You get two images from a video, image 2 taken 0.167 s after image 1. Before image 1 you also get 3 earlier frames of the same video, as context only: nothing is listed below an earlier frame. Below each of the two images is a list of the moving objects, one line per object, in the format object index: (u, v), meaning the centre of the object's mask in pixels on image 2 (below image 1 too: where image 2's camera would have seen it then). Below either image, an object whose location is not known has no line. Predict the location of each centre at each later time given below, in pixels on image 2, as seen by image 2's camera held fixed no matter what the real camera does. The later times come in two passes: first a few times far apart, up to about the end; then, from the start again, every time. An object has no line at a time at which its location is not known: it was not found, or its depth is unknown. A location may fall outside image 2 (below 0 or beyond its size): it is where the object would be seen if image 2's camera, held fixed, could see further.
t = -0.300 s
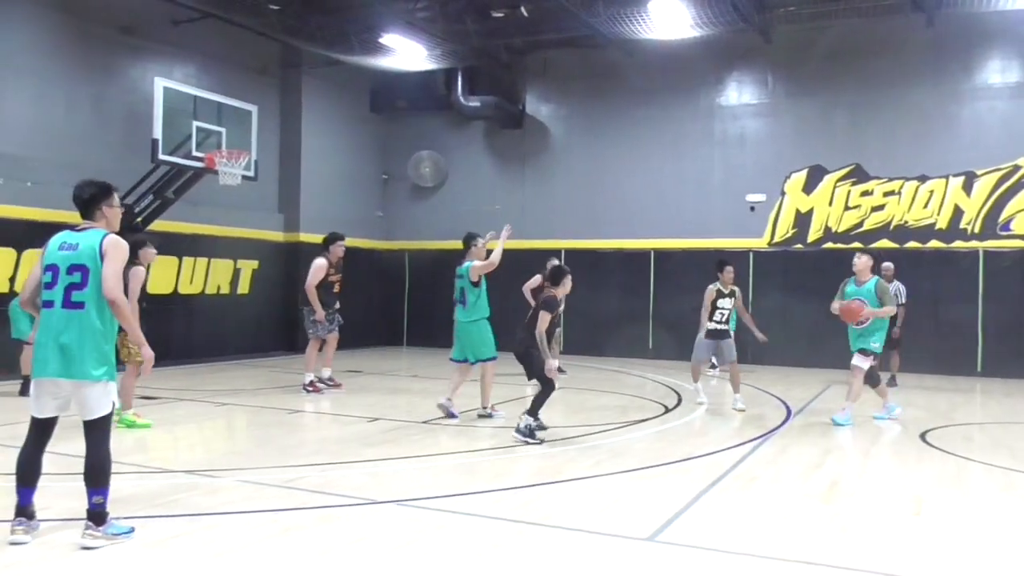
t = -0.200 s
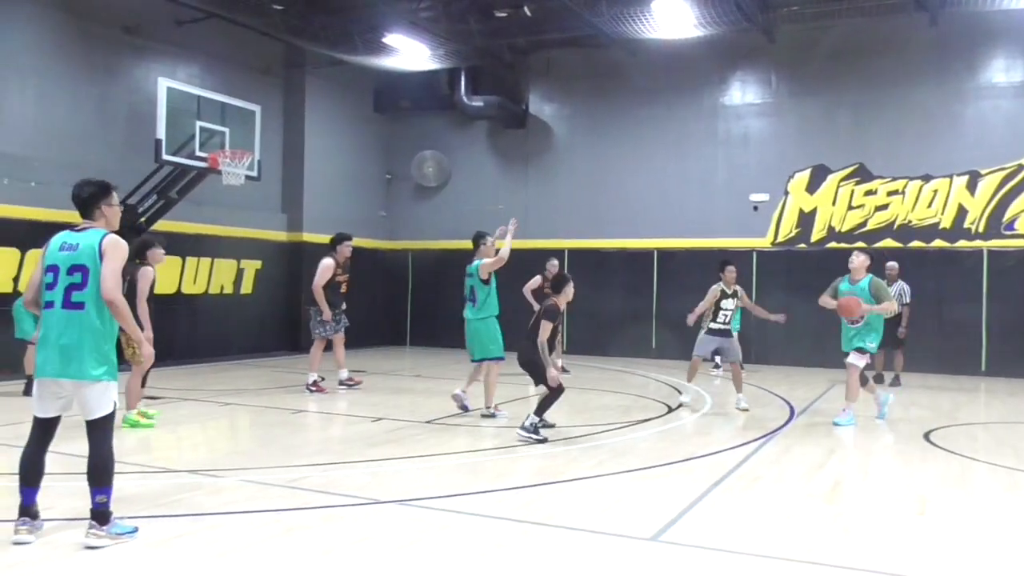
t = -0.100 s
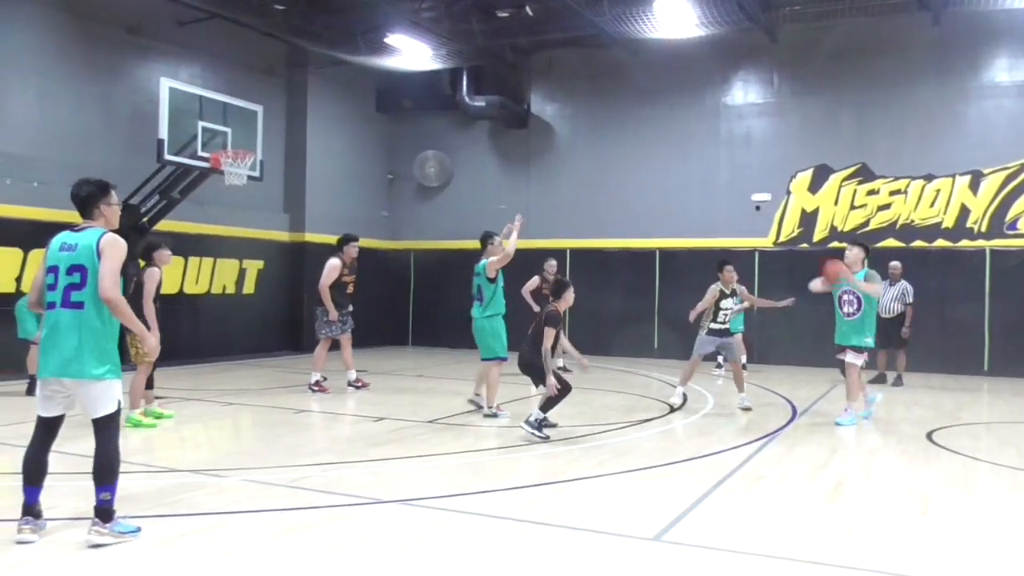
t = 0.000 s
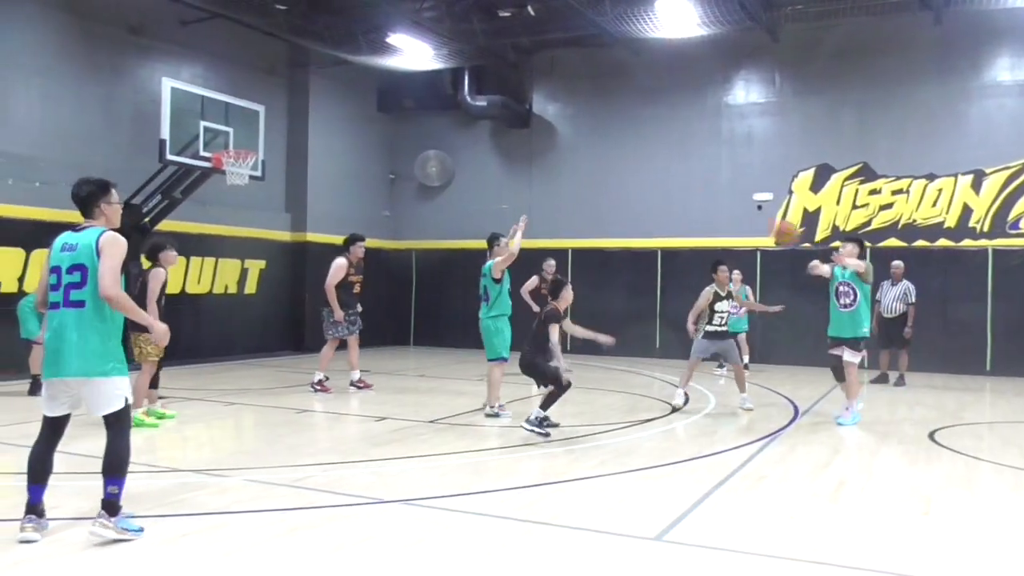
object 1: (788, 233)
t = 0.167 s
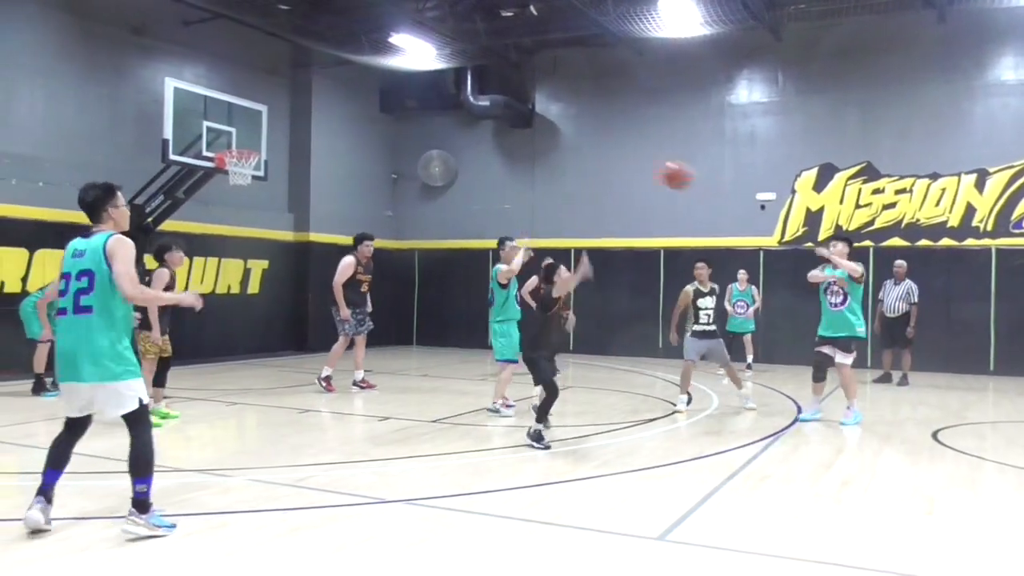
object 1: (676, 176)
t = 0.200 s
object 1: (649, 167)
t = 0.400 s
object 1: (458, 137)
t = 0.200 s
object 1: (649, 167)
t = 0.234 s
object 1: (622, 158)
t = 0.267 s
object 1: (593, 151)
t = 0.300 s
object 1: (560, 146)
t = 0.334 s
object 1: (529, 143)
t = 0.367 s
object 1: (495, 139)
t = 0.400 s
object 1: (458, 137)
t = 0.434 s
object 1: (419, 138)
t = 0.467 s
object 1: (380, 141)
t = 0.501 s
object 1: (341, 142)
